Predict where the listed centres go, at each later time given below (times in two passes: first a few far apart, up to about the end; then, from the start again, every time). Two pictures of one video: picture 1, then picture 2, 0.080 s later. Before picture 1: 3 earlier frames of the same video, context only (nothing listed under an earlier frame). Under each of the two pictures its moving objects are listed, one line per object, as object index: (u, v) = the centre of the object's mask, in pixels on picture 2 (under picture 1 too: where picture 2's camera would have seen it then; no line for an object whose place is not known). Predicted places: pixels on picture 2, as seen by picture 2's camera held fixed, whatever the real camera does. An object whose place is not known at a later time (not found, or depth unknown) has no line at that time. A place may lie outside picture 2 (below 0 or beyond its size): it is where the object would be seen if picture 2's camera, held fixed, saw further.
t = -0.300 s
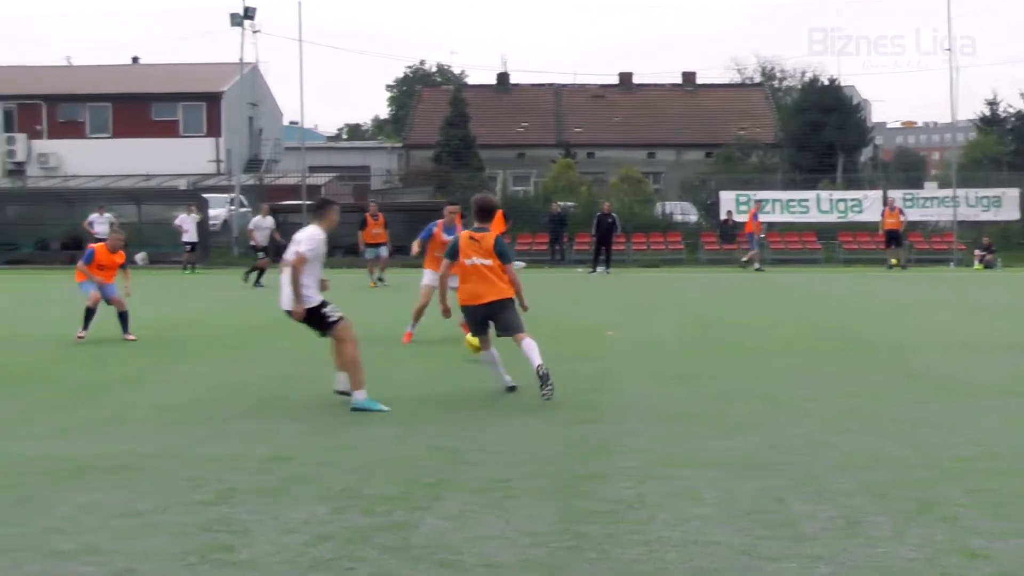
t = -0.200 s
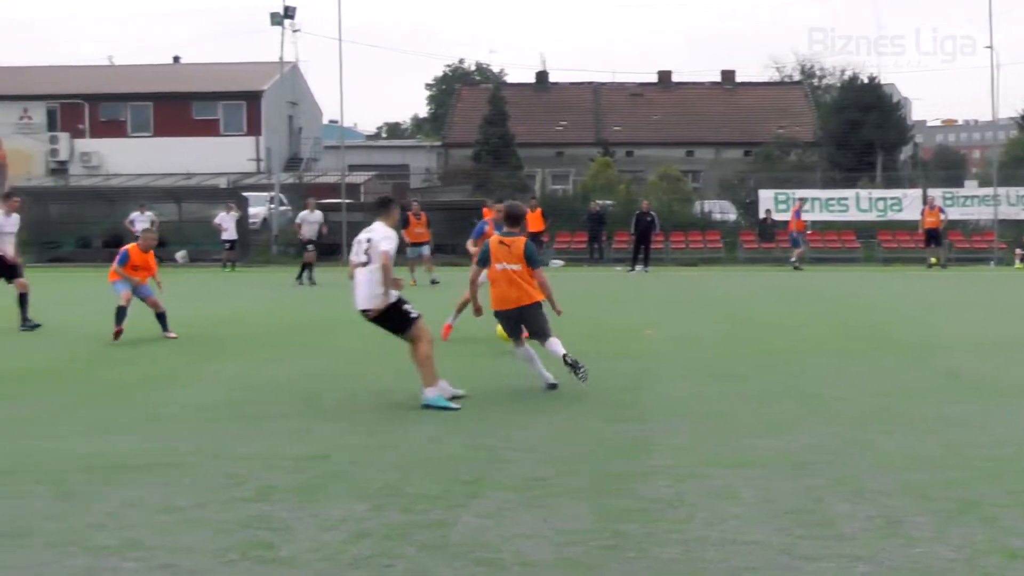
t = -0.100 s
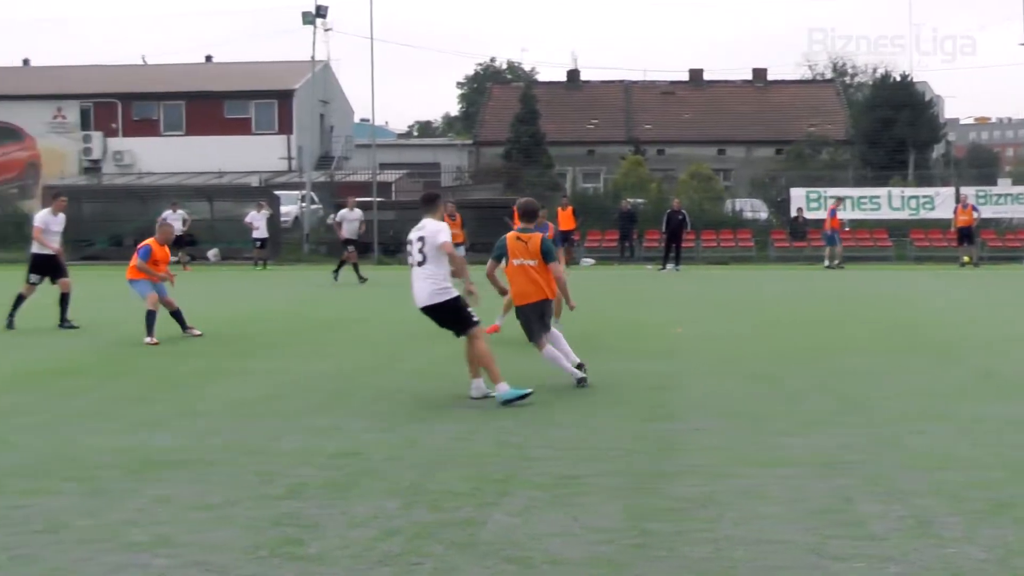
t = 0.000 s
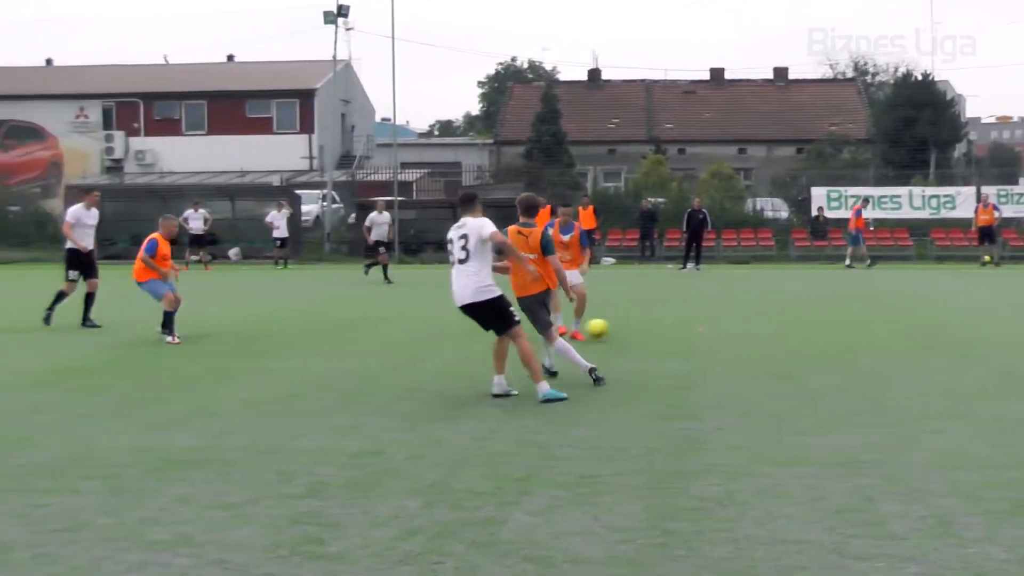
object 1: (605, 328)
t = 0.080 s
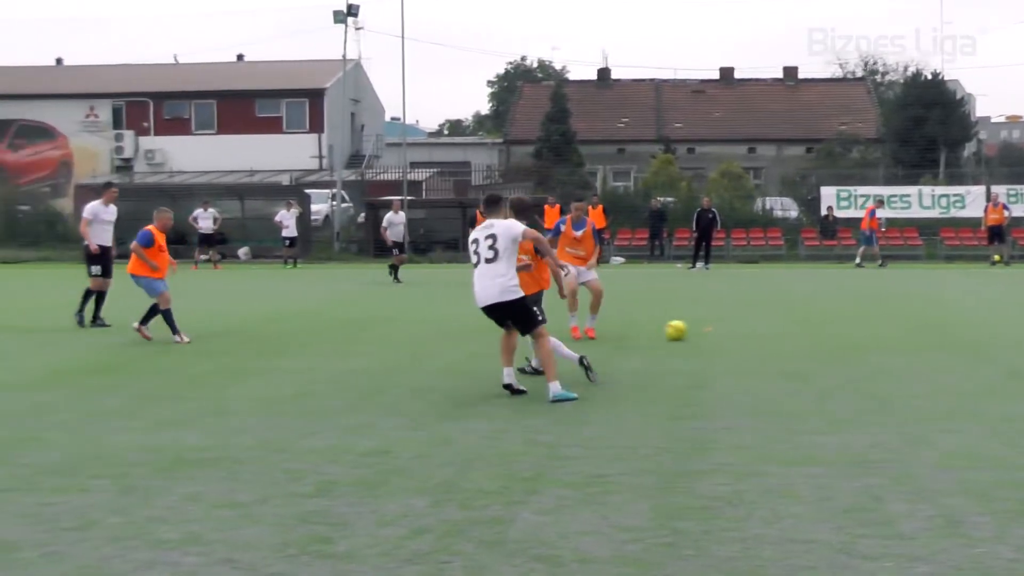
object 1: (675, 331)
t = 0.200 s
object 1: (769, 328)
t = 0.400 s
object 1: (906, 326)
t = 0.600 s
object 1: (1017, 324)
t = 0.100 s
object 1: (692, 330)
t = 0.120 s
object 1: (707, 329)
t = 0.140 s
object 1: (723, 328)
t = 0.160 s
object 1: (739, 328)
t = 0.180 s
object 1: (754, 327)
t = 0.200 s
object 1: (769, 328)
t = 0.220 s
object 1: (784, 328)
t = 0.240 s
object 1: (800, 329)
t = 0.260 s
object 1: (814, 328)
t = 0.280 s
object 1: (829, 327)
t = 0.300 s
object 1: (841, 327)
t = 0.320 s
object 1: (854, 327)
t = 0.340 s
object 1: (868, 327)
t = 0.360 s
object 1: (881, 327)
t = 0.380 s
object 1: (895, 327)
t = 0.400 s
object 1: (906, 326)
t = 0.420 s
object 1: (918, 326)
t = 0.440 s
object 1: (930, 326)
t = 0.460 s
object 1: (943, 326)
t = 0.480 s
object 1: (953, 325)
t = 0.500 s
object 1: (964, 325)
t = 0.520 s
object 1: (974, 324)
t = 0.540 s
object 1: (986, 324)
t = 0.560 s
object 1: (996, 324)
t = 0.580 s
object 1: (1006, 324)
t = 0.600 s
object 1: (1017, 324)
